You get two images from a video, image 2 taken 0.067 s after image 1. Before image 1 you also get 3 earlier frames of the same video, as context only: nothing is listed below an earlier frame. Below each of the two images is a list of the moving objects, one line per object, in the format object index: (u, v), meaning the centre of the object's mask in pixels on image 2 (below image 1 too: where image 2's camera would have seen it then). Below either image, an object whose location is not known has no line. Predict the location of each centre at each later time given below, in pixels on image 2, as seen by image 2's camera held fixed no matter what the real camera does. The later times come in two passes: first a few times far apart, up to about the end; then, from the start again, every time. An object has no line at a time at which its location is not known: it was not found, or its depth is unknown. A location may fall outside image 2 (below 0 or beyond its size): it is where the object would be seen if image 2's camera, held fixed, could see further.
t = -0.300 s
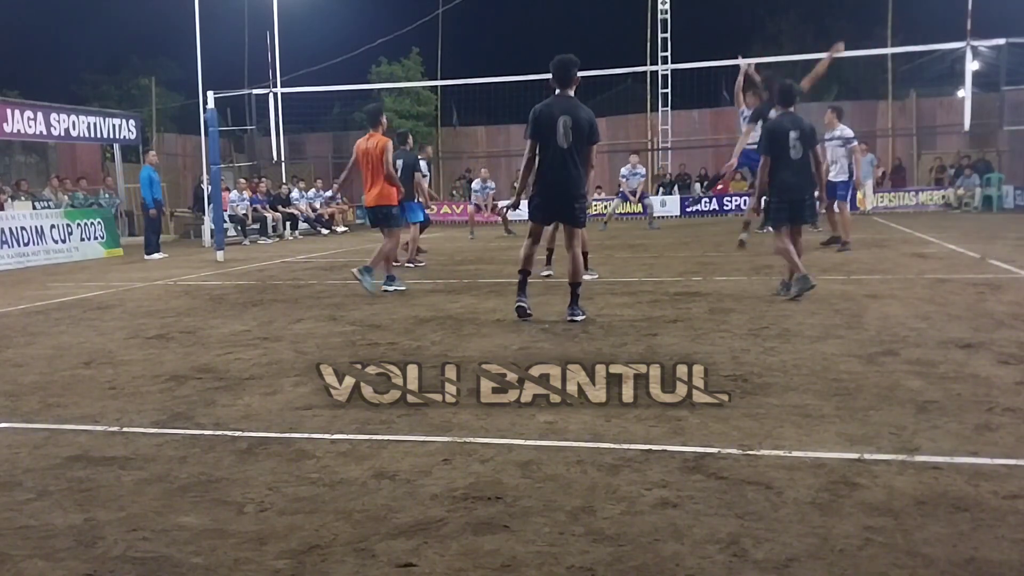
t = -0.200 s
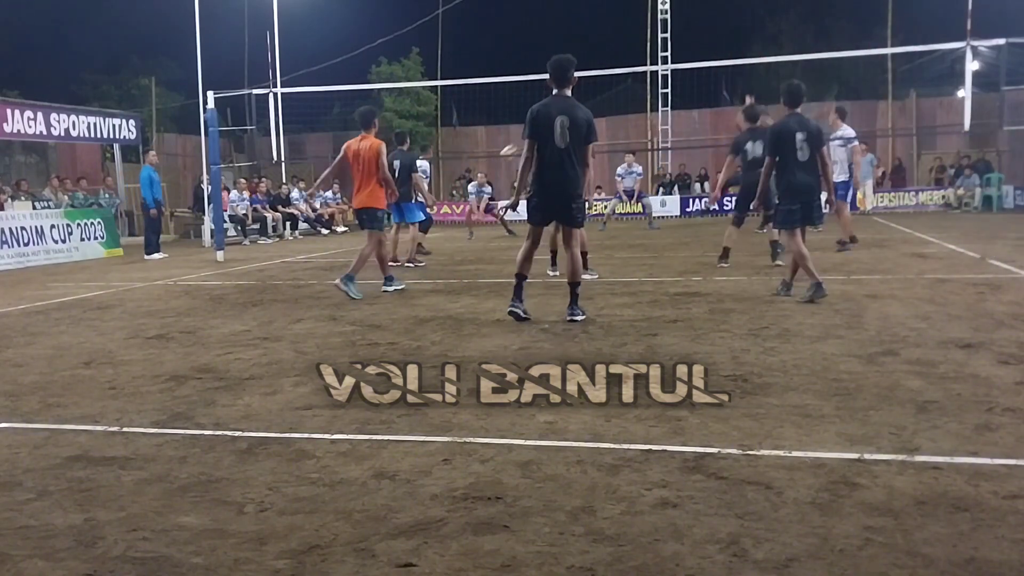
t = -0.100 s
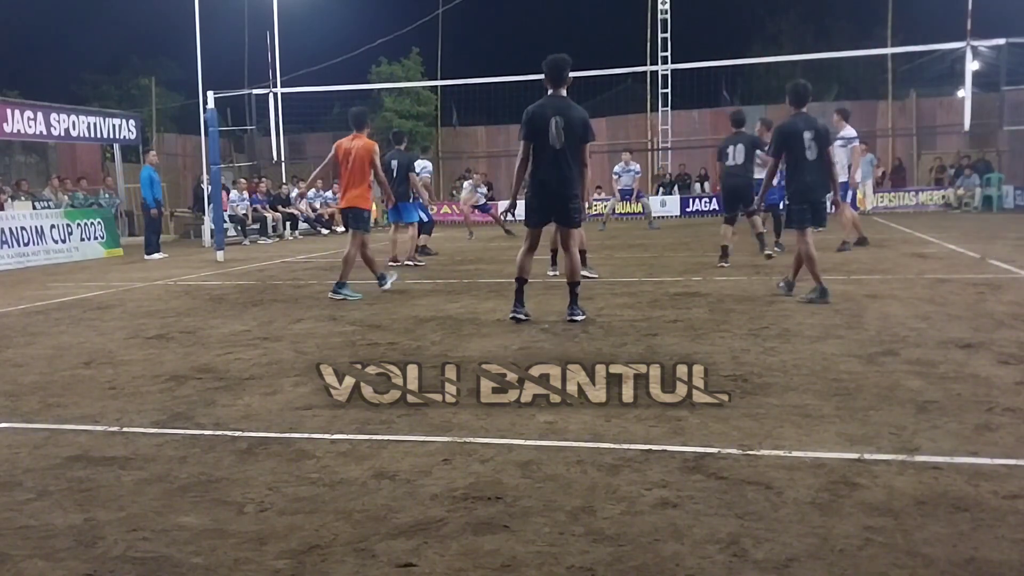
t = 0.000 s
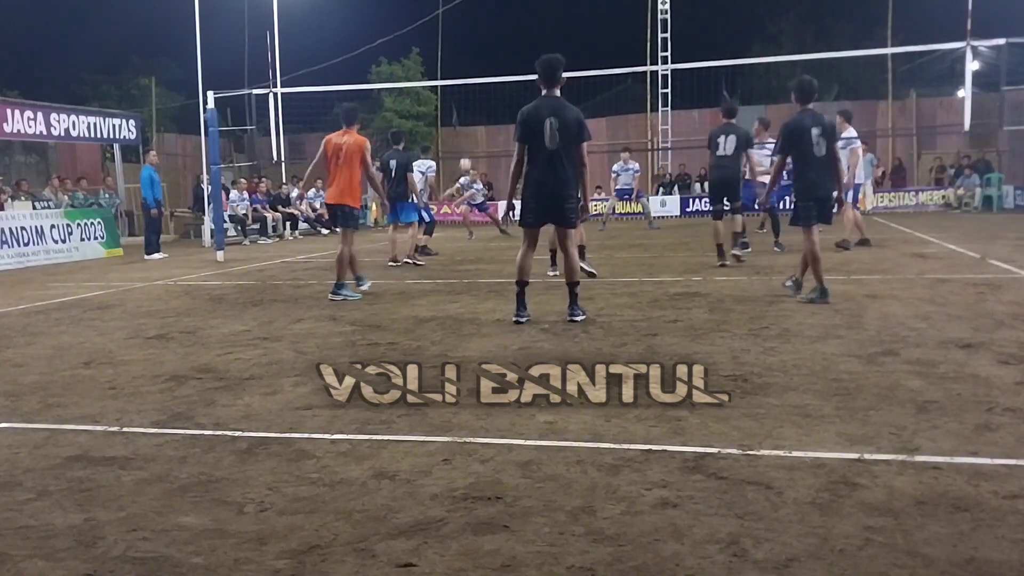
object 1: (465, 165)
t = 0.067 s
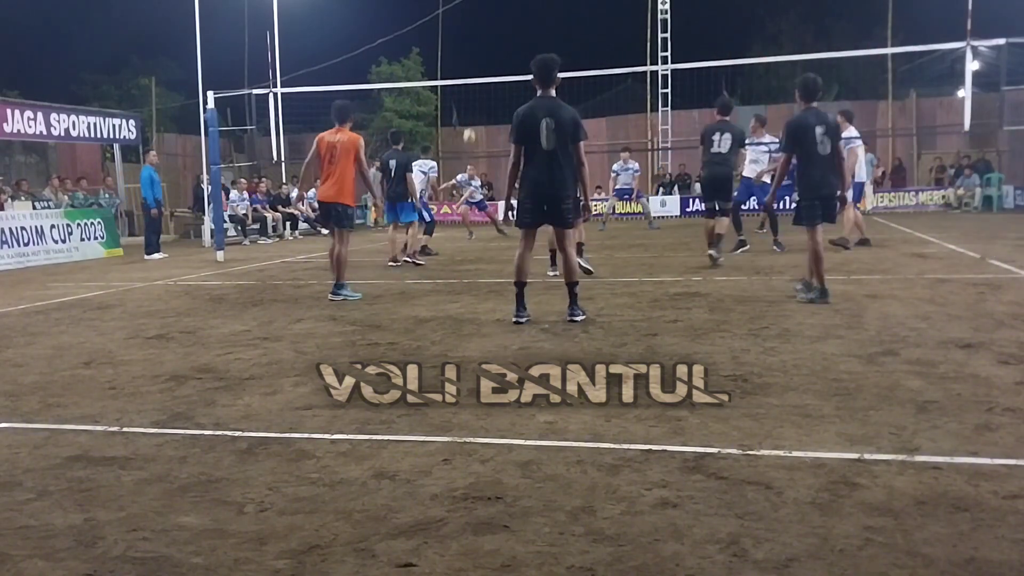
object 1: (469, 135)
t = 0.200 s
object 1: (477, 87)
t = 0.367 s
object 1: (489, 34)
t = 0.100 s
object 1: (470, 122)
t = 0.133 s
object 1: (473, 110)
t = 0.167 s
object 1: (475, 98)
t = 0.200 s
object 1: (477, 87)
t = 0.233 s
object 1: (479, 73)
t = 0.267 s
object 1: (482, 64)
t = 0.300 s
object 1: (484, 53)
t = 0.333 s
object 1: (486, 43)
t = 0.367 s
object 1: (489, 34)
